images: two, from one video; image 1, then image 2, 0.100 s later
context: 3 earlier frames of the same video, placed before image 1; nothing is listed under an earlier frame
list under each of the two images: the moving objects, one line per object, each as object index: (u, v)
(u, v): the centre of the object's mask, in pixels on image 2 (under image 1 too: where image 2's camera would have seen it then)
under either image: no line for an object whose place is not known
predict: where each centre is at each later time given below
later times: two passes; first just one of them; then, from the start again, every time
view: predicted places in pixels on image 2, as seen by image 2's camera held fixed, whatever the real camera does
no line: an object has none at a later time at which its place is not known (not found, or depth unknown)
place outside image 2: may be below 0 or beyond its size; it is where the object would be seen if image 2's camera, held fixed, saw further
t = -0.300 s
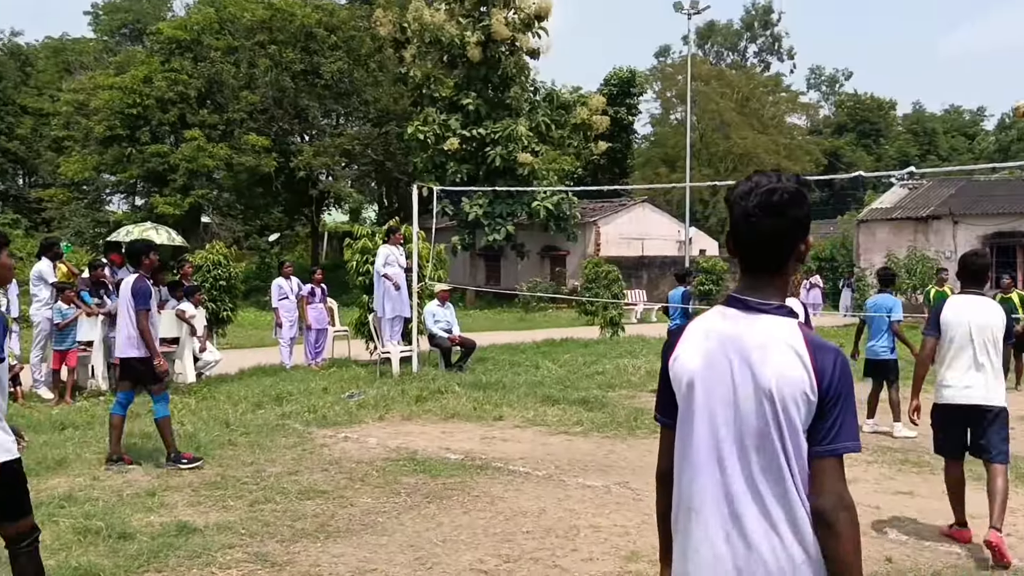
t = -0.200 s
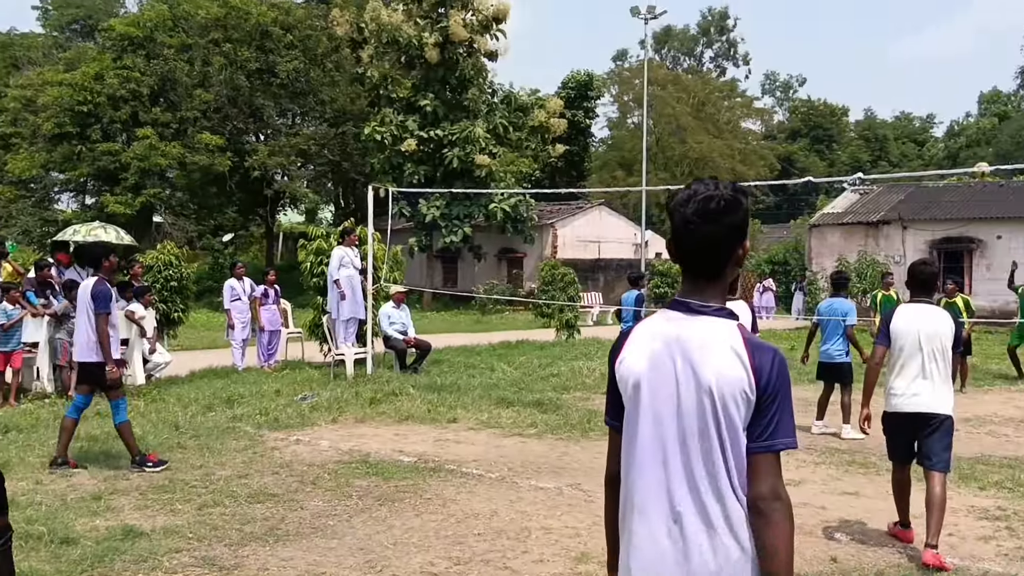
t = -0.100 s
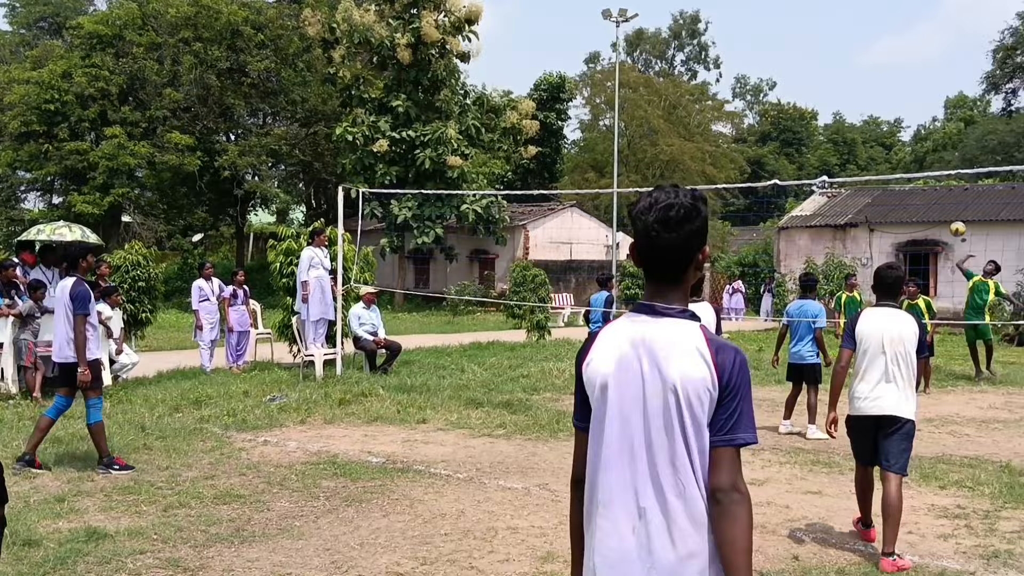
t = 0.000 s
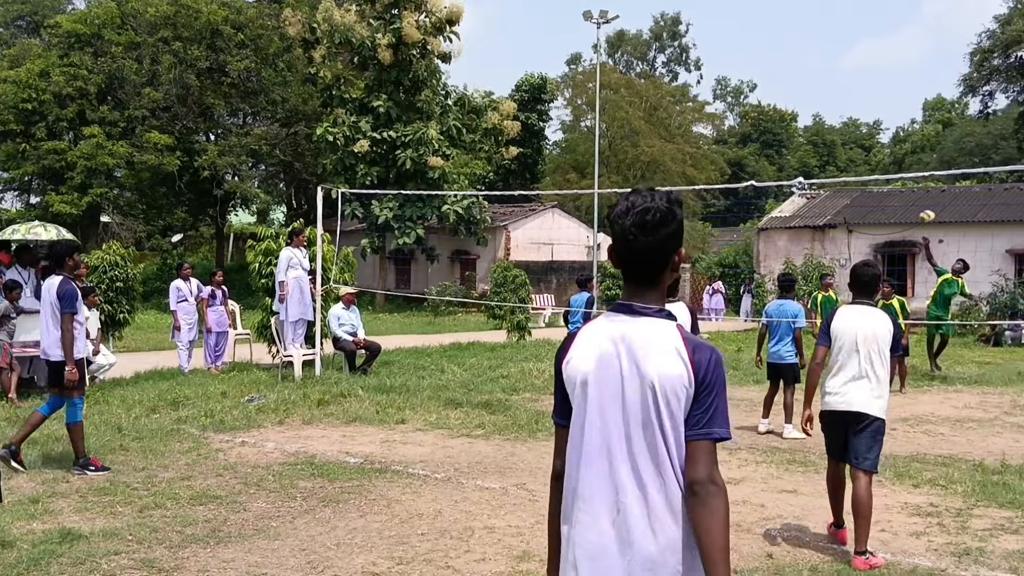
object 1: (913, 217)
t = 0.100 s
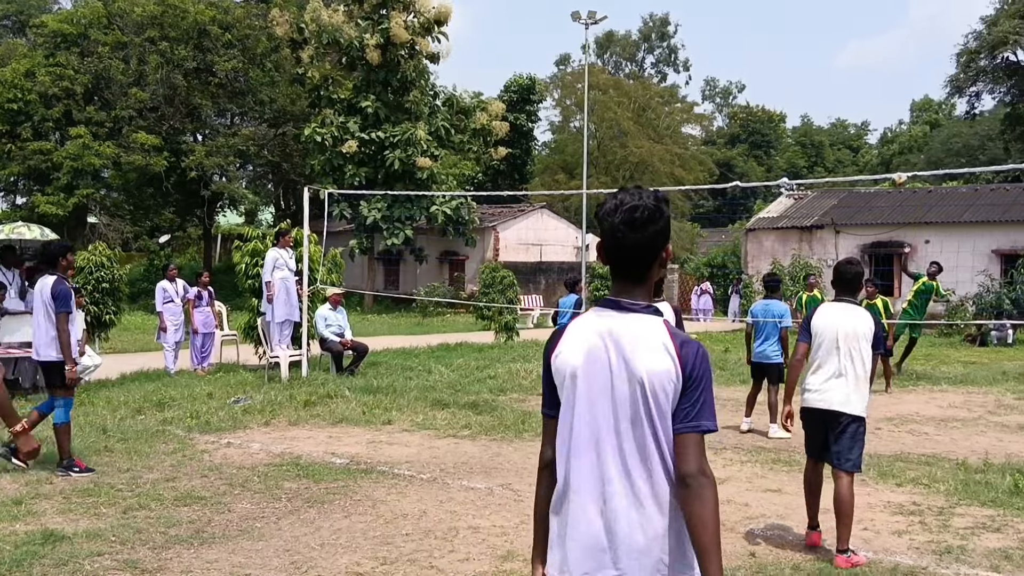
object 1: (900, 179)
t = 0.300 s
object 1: (871, 115)
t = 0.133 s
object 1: (894, 167)
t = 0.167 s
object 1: (890, 156)
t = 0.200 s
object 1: (884, 145)
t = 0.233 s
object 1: (882, 137)
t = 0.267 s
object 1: (876, 124)
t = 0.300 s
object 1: (871, 115)
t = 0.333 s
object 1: (867, 105)
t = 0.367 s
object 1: (863, 96)
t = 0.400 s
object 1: (858, 88)
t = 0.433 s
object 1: (853, 80)
